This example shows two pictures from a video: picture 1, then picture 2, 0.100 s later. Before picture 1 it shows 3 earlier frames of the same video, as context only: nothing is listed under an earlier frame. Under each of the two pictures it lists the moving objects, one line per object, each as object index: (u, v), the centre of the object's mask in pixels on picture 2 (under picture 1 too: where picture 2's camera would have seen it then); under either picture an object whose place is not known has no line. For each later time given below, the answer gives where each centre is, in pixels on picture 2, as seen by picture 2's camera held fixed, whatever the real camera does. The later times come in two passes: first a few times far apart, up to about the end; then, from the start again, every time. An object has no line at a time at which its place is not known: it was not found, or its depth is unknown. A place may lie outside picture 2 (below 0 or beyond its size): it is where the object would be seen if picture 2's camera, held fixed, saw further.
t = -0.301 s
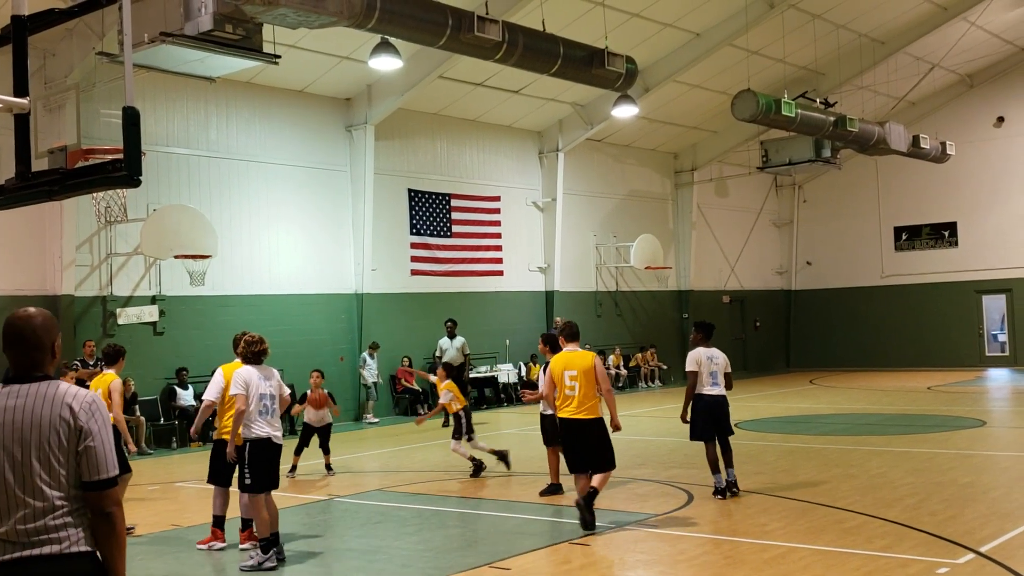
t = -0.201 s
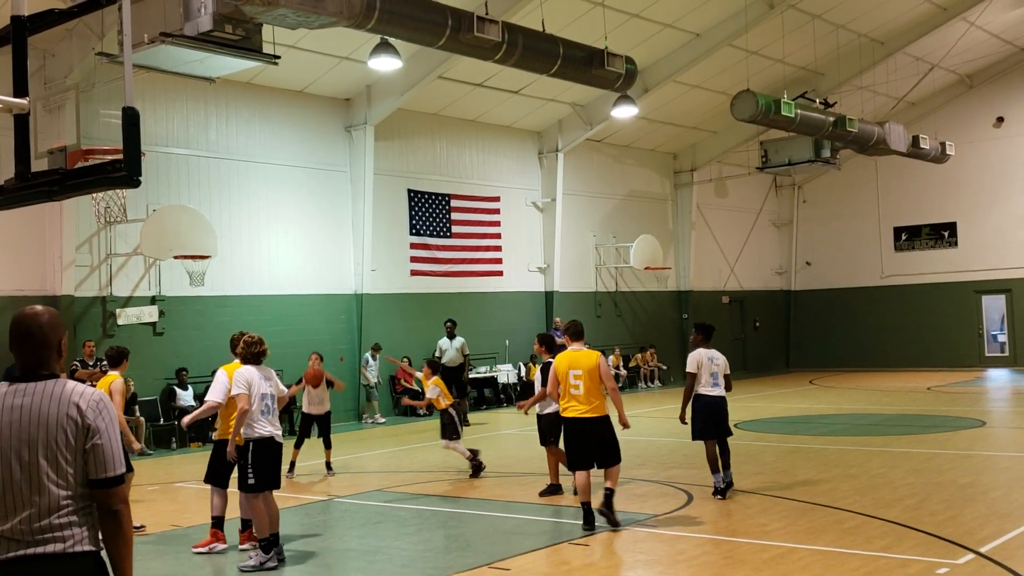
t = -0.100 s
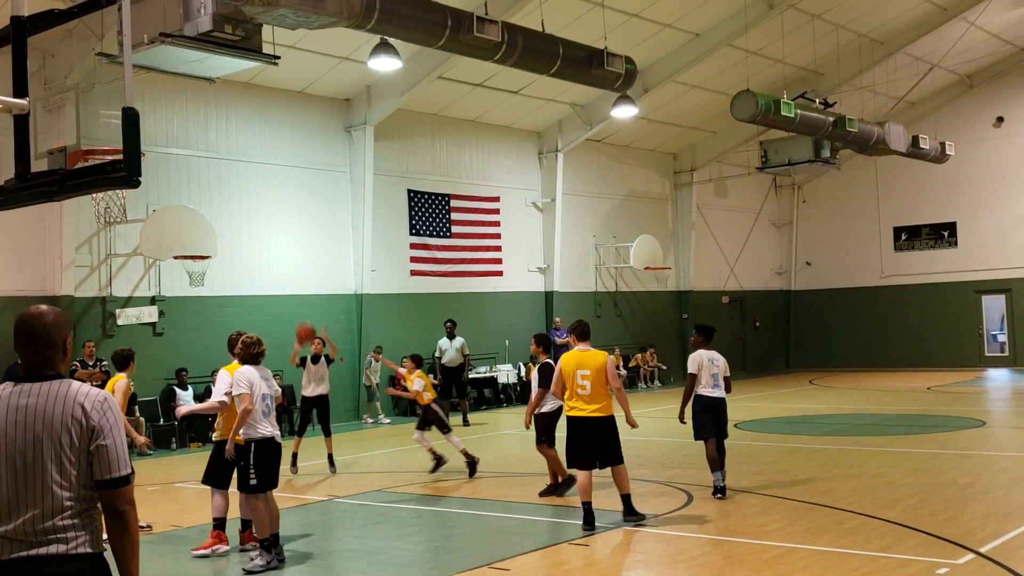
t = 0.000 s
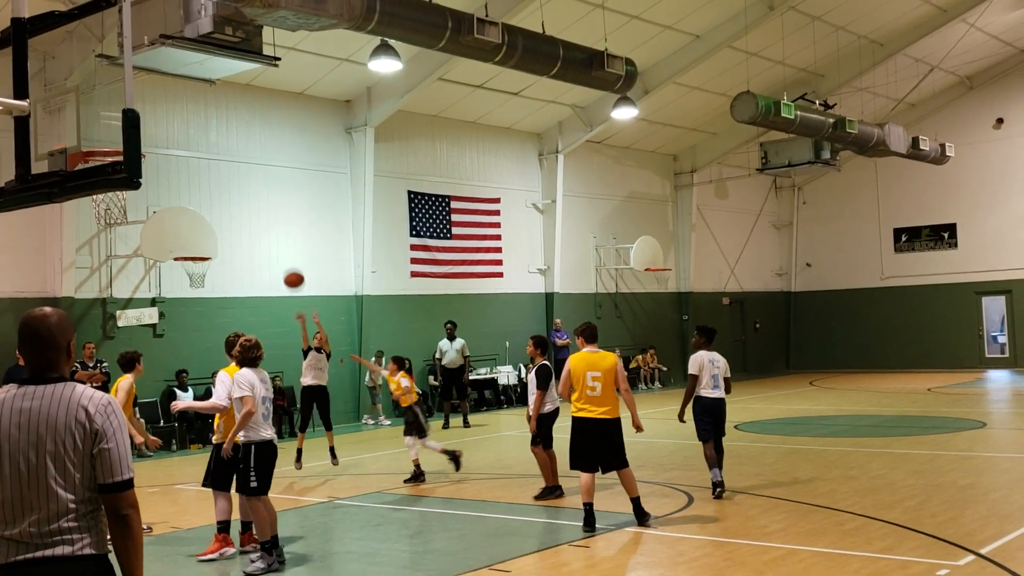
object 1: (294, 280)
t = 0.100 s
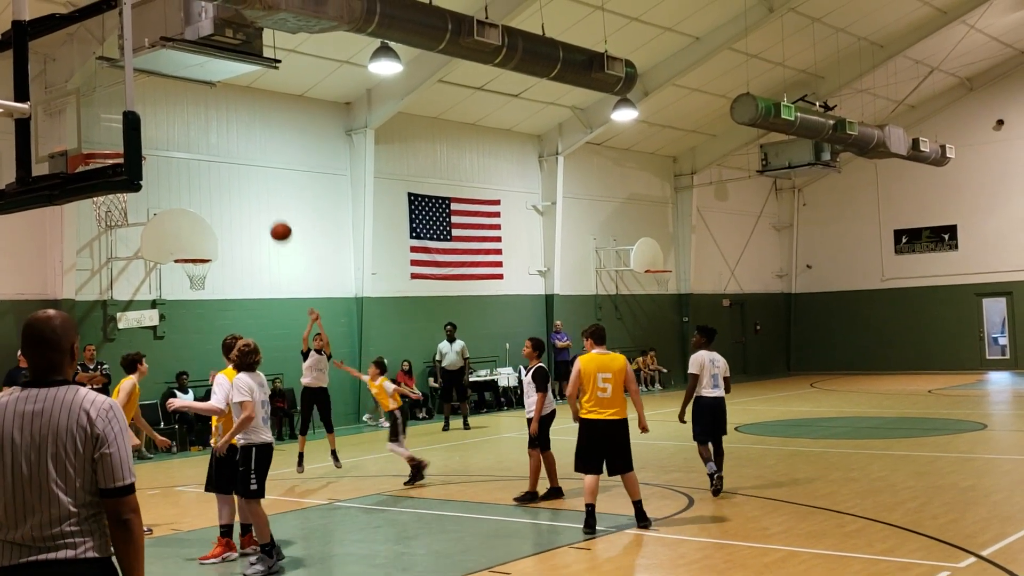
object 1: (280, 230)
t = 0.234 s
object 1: (262, 173)
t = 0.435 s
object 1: (231, 108)
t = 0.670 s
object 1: (192, 73)
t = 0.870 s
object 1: (155, 91)
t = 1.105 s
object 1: (97, 101)
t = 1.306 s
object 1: (91, 59)
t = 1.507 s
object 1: (112, 75)
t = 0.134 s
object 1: (276, 215)
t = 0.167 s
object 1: (271, 200)
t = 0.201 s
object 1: (267, 186)
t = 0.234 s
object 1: (262, 173)
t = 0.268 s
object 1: (257, 160)
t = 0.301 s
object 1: (252, 148)
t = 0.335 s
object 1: (246, 137)
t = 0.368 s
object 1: (241, 126)
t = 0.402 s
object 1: (236, 116)
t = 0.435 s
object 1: (231, 108)
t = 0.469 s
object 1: (226, 100)
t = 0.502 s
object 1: (220, 93)
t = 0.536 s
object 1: (215, 87)
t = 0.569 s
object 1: (210, 82)
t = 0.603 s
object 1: (204, 78)
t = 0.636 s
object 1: (199, 75)
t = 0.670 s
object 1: (192, 73)
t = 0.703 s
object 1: (186, 72)
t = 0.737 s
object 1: (180, 73)
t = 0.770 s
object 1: (174, 75)
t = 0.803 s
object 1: (168, 79)
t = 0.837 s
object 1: (161, 84)
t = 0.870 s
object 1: (155, 91)
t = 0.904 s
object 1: (149, 99)
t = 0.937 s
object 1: (146, 107)
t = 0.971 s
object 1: (139, 118)
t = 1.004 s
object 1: (118, 135)
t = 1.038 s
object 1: (113, 131)
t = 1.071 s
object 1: (106, 116)
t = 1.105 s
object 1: (97, 101)
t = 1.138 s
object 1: (87, 88)
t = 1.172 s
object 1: (76, 77)
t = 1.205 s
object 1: (79, 71)
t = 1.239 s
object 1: (83, 66)
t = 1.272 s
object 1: (87, 62)
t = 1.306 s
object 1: (91, 59)
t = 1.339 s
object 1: (95, 58)
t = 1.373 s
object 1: (98, 59)
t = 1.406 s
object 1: (102, 61)
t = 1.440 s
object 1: (106, 64)
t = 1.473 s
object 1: (109, 69)
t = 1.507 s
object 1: (112, 75)
